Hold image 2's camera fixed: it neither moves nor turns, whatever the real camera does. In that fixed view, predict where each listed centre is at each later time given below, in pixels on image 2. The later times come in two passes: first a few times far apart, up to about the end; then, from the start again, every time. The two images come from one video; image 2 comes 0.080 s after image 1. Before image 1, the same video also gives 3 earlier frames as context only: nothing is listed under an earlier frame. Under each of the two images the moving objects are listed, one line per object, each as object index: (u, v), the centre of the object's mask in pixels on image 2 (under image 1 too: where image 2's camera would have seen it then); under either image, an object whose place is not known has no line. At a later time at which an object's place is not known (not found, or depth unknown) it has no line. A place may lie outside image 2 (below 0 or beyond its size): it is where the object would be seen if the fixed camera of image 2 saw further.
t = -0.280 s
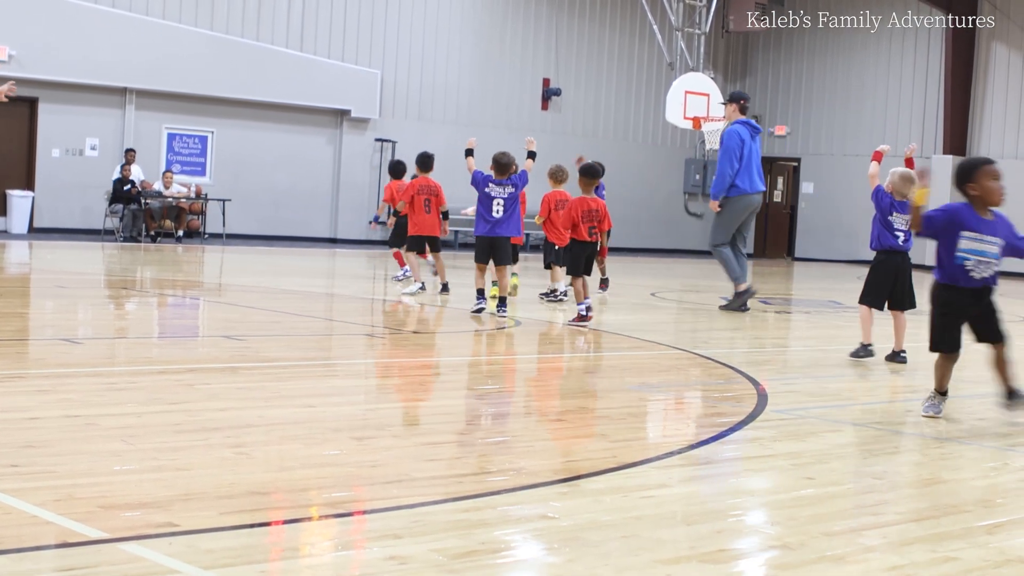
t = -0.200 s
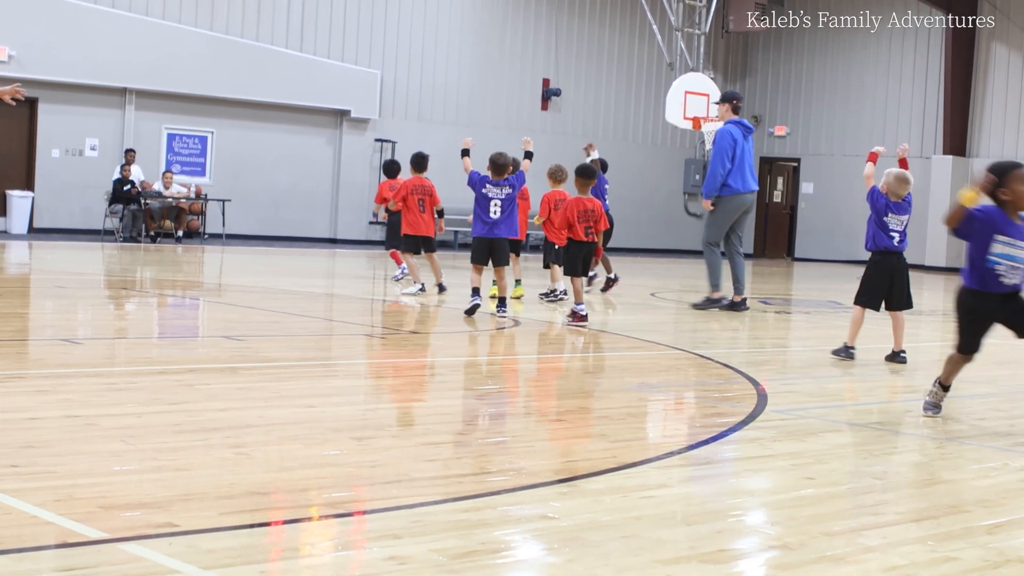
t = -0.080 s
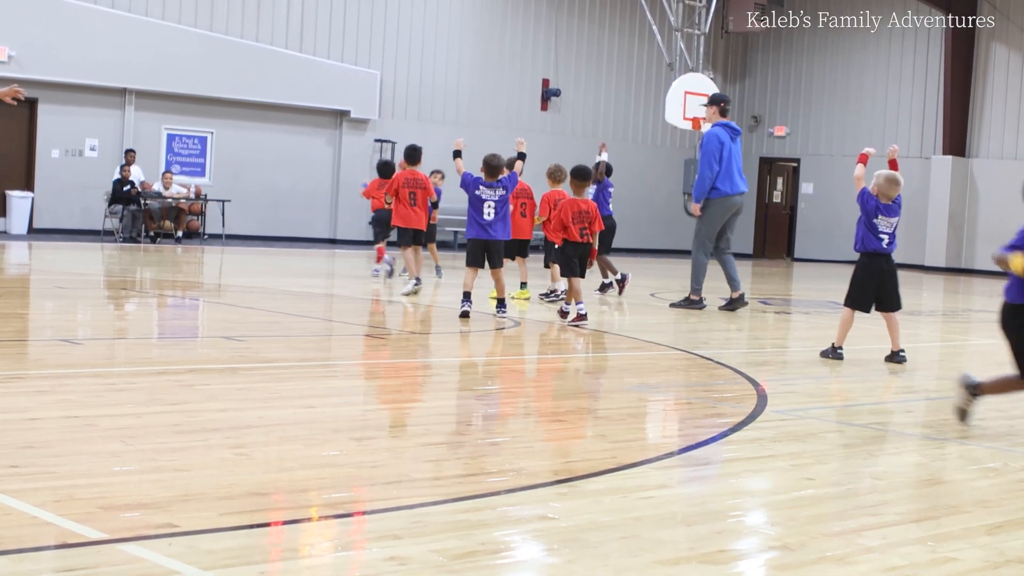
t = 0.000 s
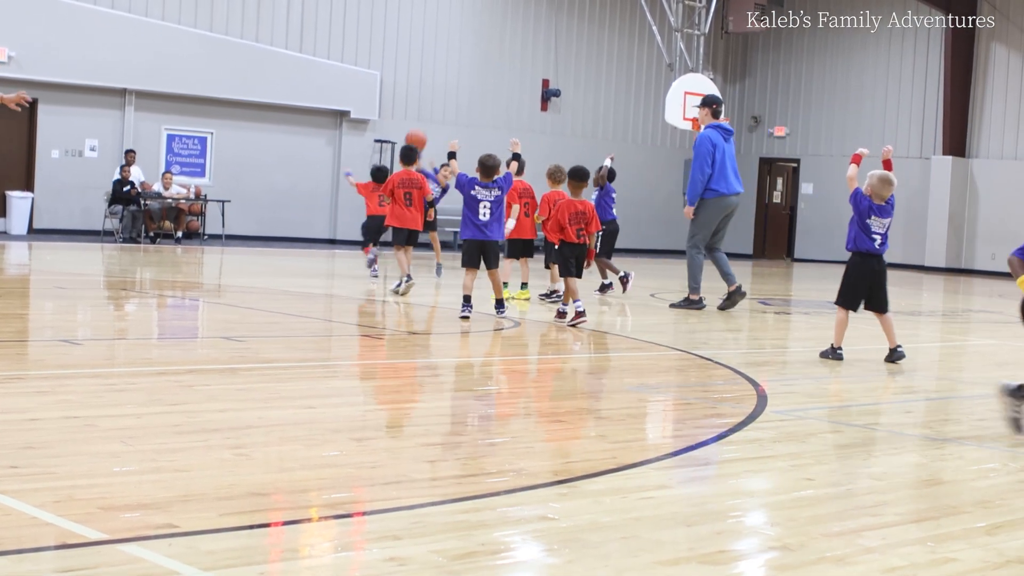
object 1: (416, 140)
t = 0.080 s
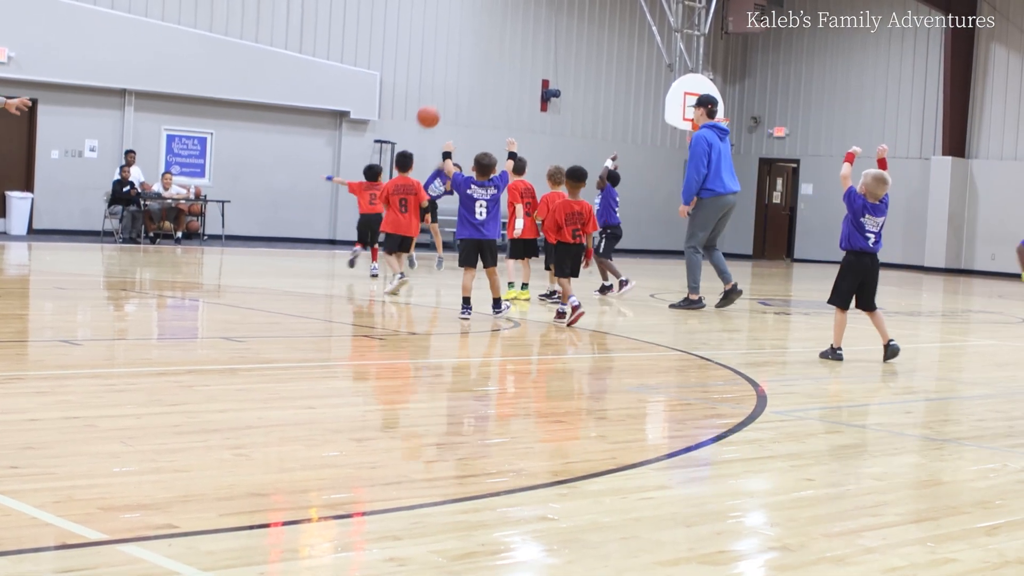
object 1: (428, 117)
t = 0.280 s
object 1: (462, 82)
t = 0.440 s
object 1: (491, 81)
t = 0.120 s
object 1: (435, 107)
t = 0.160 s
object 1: (442, 98)
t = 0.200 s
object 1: (448, 92)
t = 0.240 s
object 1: (455, 86)
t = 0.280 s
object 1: (462, 82)
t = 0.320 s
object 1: (469, 79)
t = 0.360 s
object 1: (477, 78)
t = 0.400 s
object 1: (484, 79)
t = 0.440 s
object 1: (491, 81)
